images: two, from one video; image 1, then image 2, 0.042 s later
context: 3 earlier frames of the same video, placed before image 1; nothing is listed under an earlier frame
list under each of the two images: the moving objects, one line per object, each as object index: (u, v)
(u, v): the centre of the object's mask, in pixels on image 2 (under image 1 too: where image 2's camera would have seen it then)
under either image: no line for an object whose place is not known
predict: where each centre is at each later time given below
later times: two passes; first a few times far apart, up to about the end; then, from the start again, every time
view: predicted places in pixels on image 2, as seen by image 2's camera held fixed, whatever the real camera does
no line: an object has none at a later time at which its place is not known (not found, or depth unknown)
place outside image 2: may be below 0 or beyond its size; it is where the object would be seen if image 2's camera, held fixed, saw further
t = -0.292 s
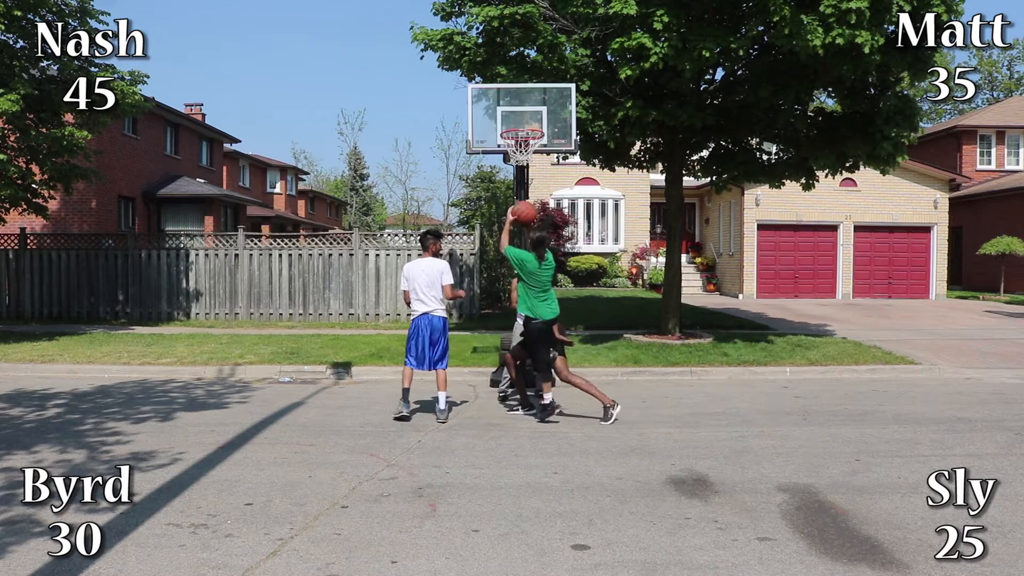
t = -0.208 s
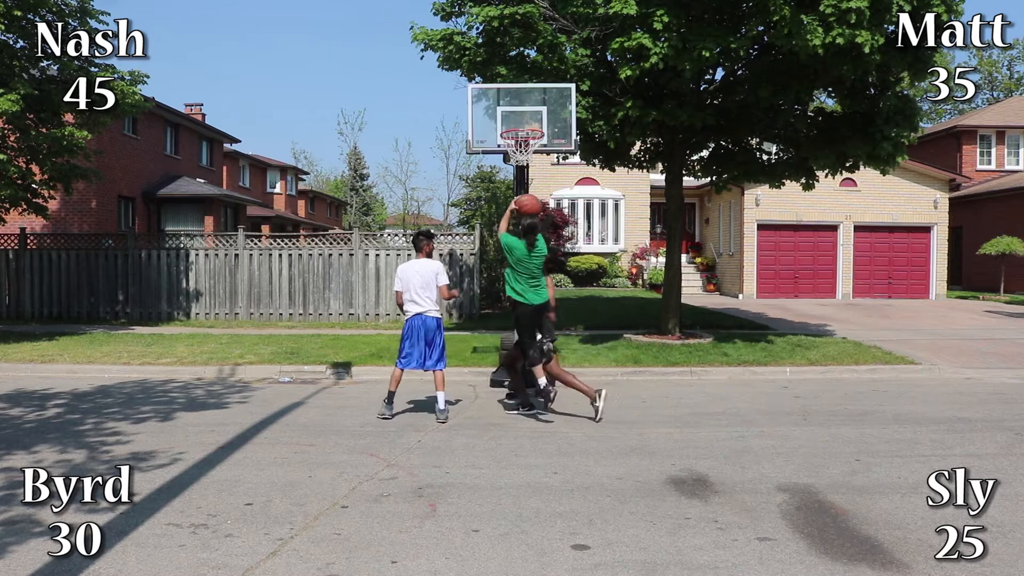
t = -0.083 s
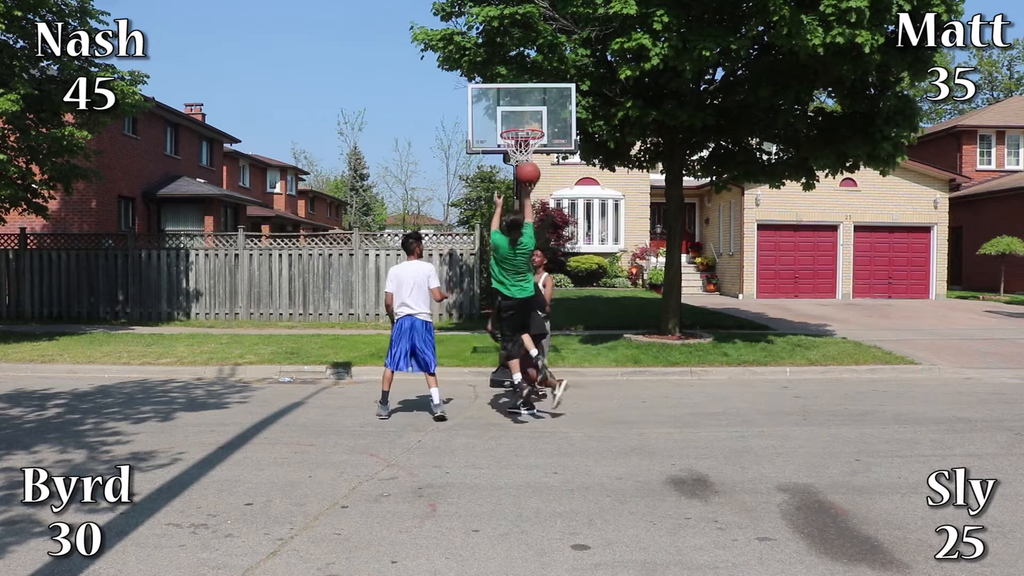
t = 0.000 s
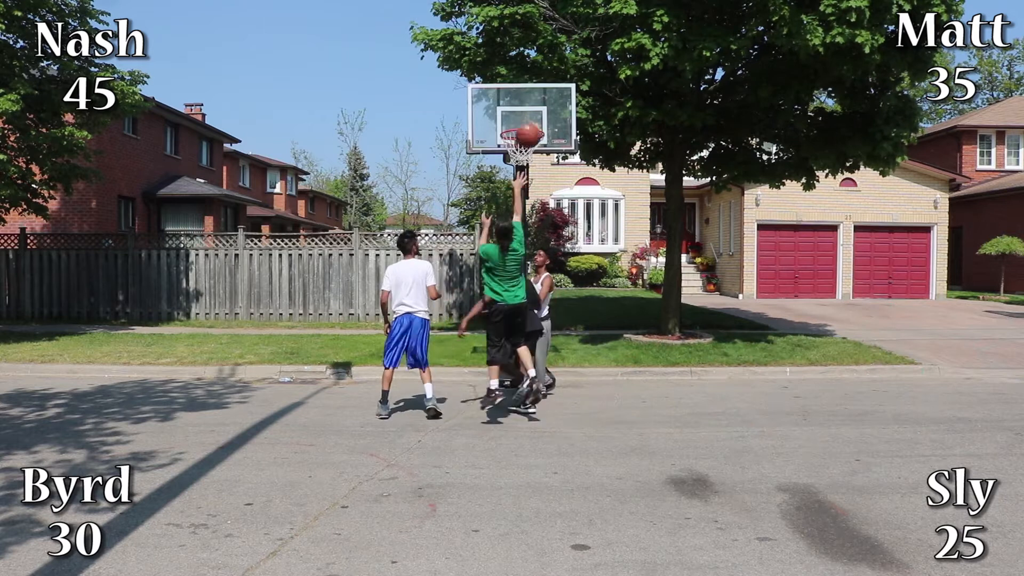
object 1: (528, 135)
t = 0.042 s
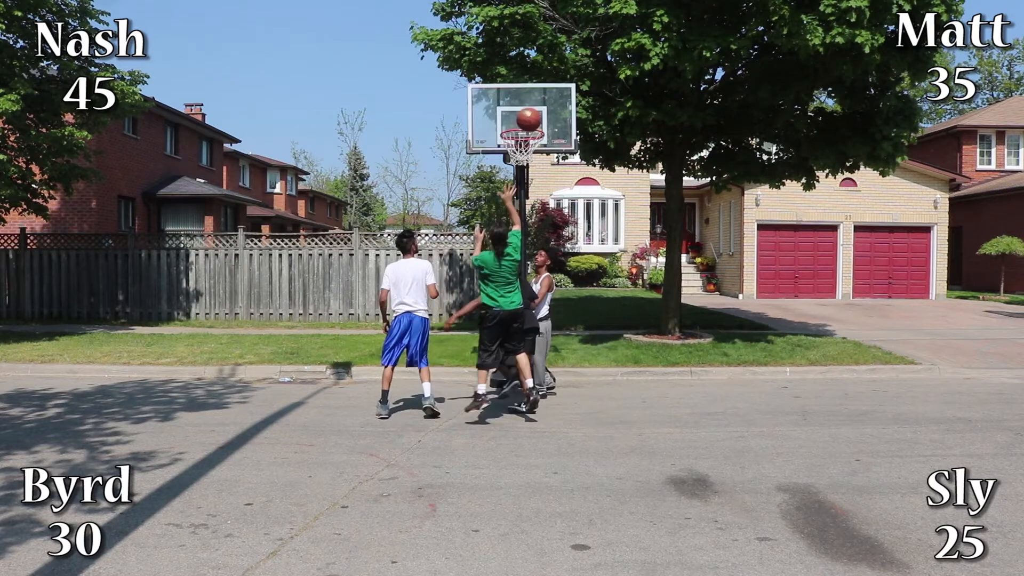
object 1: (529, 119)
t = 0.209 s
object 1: (530, 75)
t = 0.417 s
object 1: (531, 62)
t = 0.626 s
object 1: (531, 87)
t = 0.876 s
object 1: (521, 117)
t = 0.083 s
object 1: (529, 105)
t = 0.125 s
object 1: (529, 93)
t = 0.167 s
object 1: (530, 84)
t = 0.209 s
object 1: (530, 75)
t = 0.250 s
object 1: (530, 68)
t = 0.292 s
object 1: (530, 65)
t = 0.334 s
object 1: (530, 63)
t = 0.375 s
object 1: (530, 62)
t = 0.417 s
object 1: (531, 62)
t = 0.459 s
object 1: (531, 63)
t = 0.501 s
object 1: (531, 67)
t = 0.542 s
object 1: (531, 71)
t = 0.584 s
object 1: (531, 79)
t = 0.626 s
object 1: (531, 87)
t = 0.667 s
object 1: (531, 96)
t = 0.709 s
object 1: (531, 105)
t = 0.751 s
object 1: (531, 117)
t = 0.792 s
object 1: (531, 128)
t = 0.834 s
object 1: (526, 121)
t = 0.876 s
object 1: (521, 117)
